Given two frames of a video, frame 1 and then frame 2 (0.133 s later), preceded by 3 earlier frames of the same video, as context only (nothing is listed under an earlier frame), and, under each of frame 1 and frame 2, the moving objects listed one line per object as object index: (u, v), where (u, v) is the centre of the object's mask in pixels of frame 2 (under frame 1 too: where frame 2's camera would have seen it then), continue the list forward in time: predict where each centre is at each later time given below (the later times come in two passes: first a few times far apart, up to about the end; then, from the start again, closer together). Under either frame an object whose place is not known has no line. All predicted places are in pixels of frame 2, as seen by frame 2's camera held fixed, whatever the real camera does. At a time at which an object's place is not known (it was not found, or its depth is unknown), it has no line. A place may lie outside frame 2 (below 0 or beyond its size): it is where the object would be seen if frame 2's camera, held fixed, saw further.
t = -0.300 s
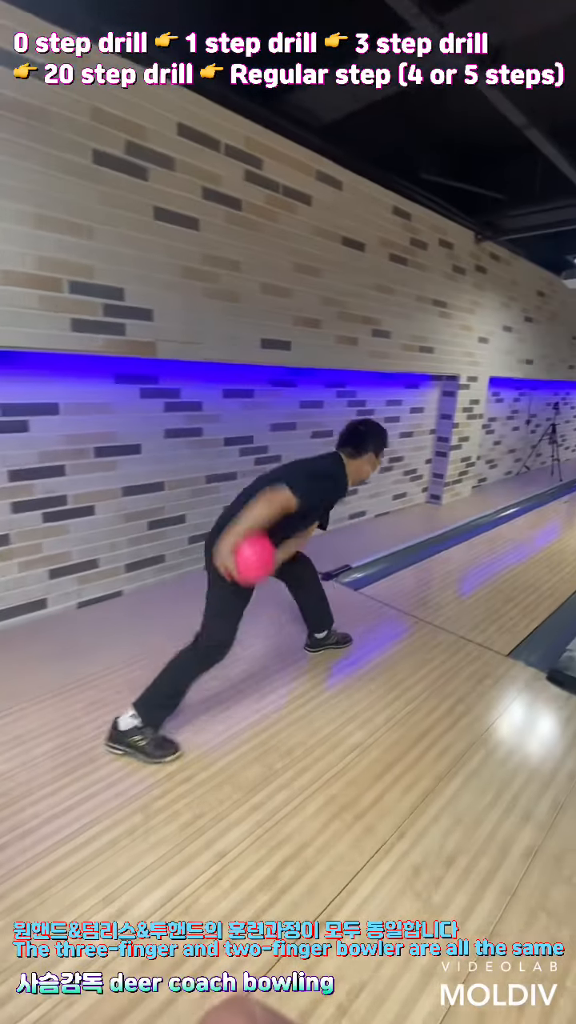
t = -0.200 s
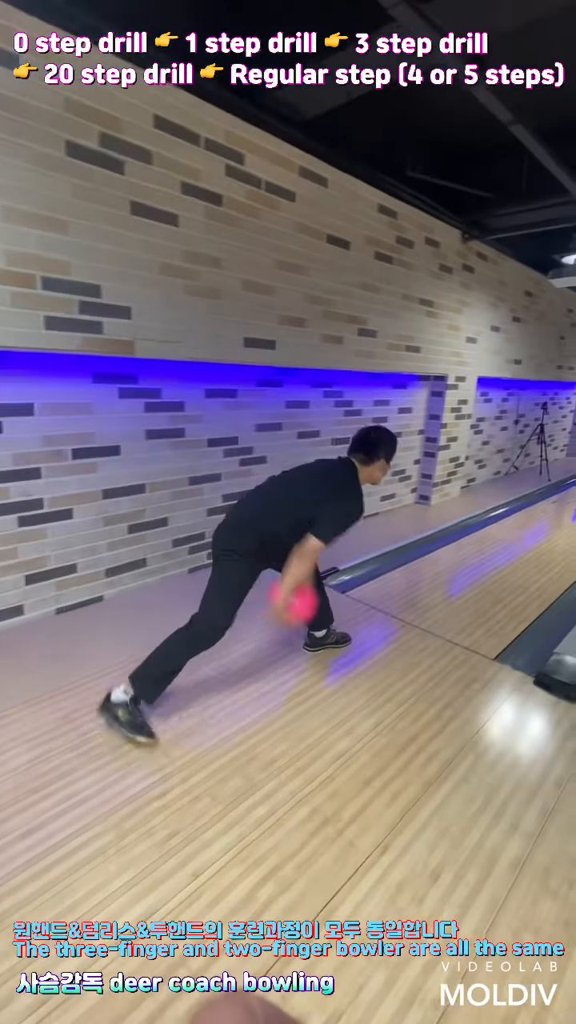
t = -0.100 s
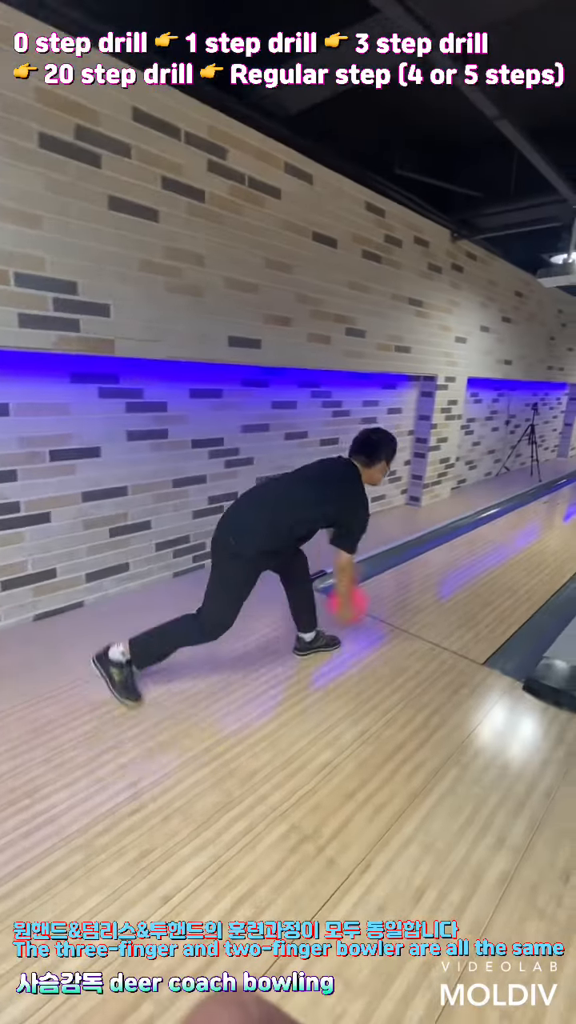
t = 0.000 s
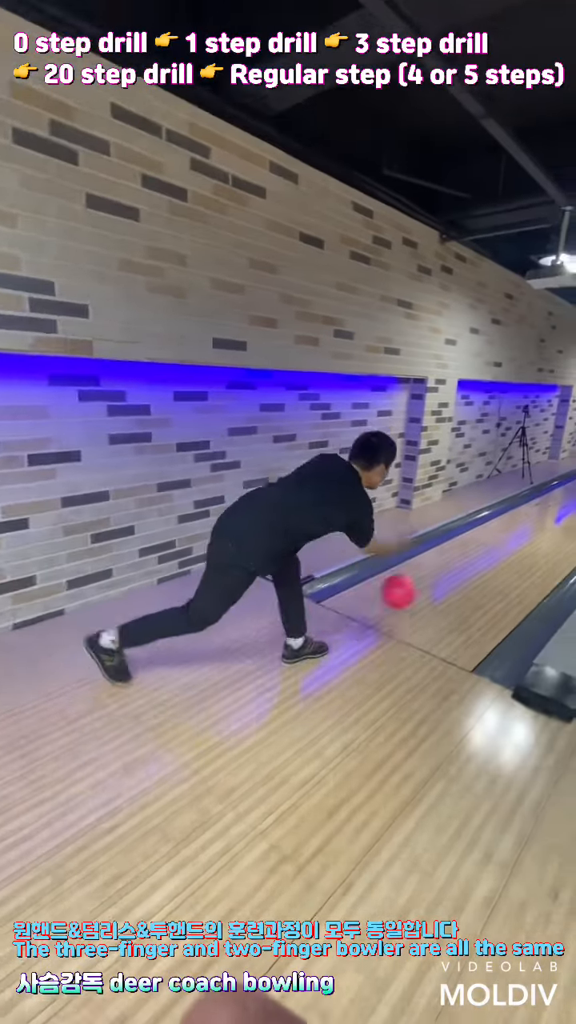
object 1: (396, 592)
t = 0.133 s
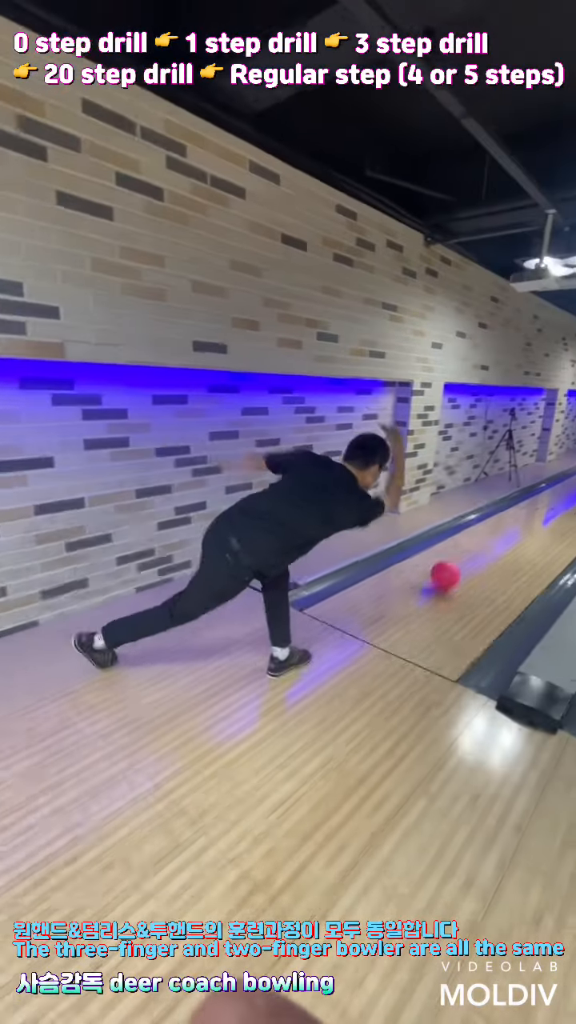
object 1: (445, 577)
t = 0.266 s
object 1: (488, 556)
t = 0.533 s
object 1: (549, 524)
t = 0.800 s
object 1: (589, 504)
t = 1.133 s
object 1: (619, 484)
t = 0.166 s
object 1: (456, 572)
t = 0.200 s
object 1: (467, 567)
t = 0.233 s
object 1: (477, 561)
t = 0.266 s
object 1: (488, 556)
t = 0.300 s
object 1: (497, 551)
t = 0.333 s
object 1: (506, 546)
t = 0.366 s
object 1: (513, 542)
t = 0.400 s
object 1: (521, 538)
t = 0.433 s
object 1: (529, 534)
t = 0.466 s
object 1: (537, 530)
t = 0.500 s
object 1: (543, 527)
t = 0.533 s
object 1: (549, 524)
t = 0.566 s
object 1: (556, 521)
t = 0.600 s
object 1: (561, 518)
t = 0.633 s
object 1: (567, 515)
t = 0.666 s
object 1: (572, 513)
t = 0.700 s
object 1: (577, 510)
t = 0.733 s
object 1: (581, 507)
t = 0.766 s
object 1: (586, 505)
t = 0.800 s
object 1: (589, 504)
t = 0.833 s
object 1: (593, 501)
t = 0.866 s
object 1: (597, 497)
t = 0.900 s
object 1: (601, 495)
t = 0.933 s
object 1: (603, 493)
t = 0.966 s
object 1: (606, 491)
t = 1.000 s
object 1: (609, 490)
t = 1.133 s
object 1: (619, 484)
